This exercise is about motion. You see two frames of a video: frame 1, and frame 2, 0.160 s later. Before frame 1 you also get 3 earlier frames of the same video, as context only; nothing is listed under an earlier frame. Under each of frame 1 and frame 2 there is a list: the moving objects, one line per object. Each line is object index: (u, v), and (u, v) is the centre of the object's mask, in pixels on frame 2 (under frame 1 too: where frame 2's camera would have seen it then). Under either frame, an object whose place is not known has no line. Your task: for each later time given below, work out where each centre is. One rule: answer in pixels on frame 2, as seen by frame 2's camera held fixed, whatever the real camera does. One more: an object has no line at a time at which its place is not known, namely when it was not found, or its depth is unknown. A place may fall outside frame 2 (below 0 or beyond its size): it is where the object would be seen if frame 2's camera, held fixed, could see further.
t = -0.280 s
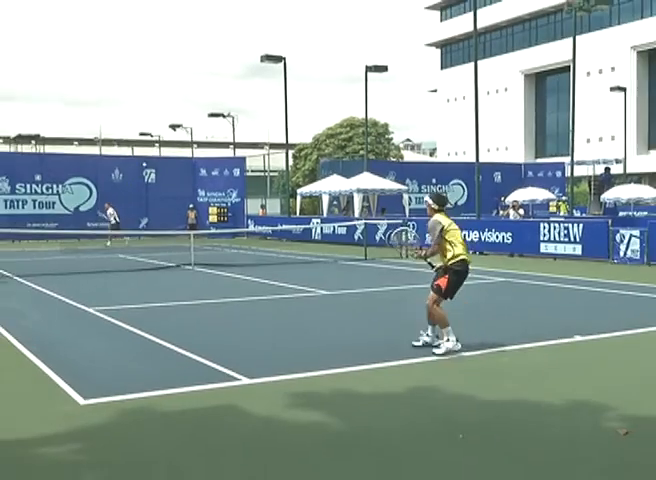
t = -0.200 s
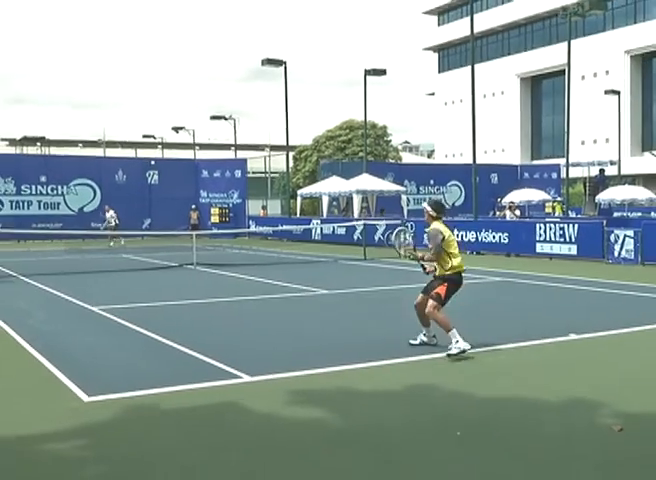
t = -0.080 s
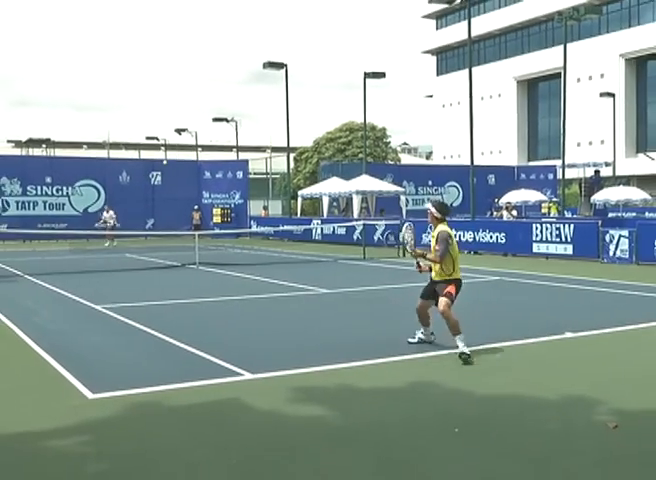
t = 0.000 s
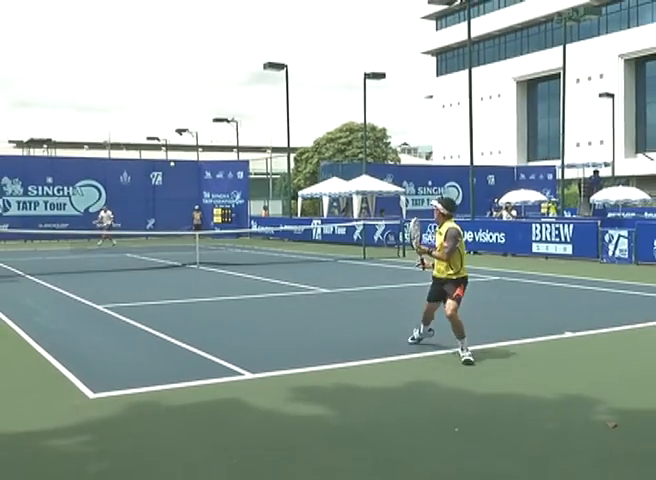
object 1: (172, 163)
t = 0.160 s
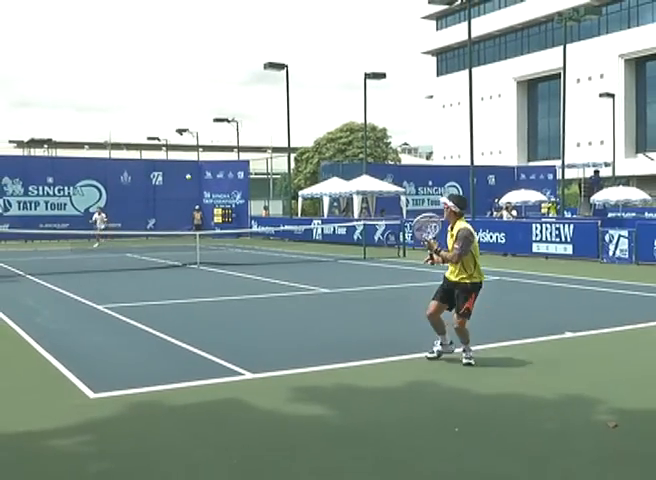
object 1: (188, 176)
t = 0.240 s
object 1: (197, 188)
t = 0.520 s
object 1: (248, 283)
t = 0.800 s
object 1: (305, 300)
